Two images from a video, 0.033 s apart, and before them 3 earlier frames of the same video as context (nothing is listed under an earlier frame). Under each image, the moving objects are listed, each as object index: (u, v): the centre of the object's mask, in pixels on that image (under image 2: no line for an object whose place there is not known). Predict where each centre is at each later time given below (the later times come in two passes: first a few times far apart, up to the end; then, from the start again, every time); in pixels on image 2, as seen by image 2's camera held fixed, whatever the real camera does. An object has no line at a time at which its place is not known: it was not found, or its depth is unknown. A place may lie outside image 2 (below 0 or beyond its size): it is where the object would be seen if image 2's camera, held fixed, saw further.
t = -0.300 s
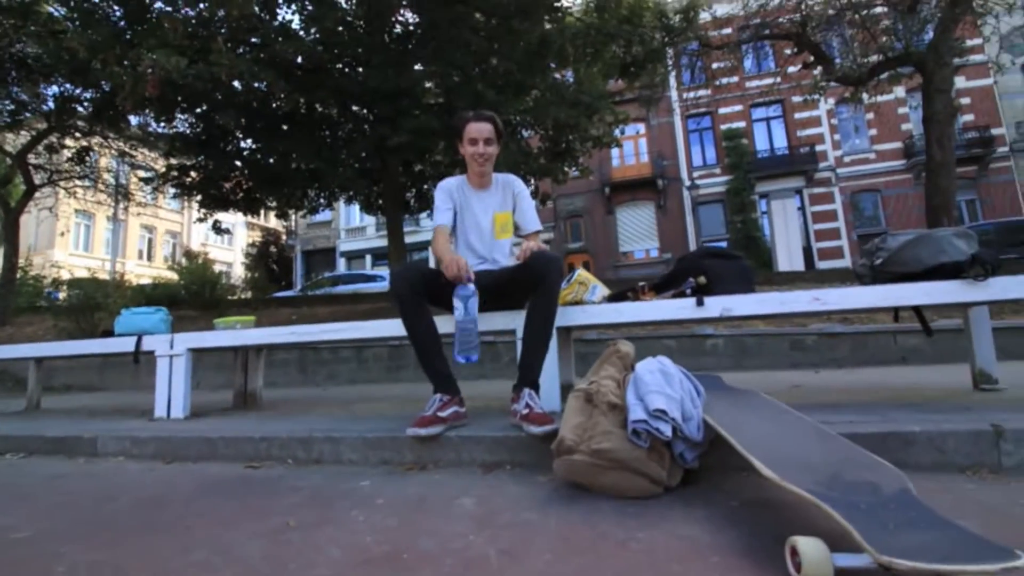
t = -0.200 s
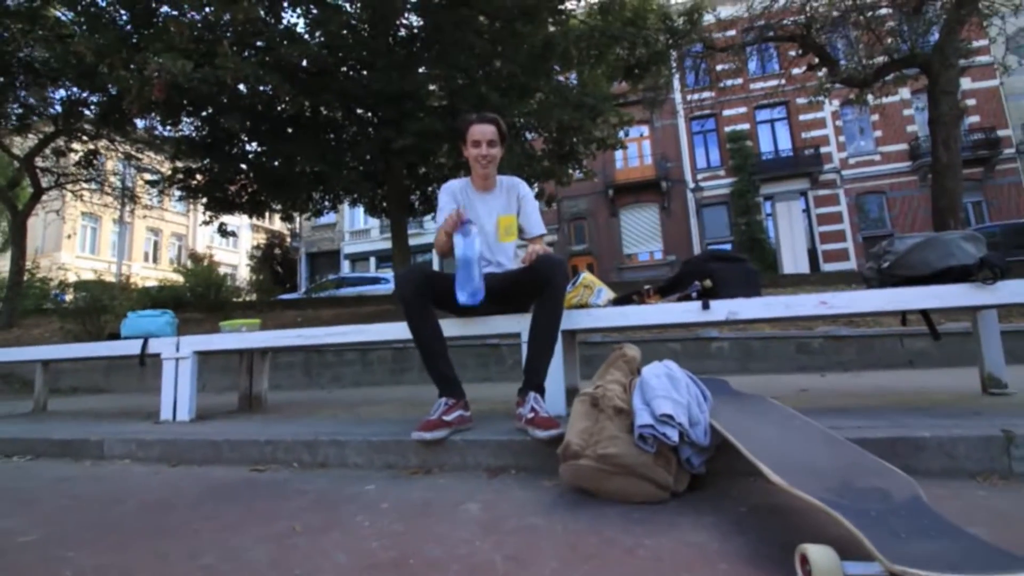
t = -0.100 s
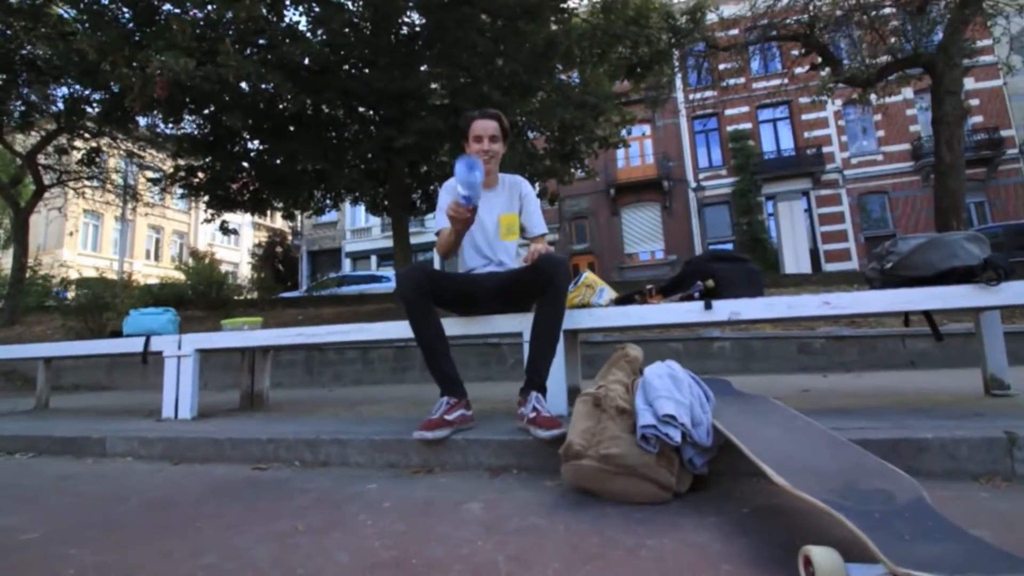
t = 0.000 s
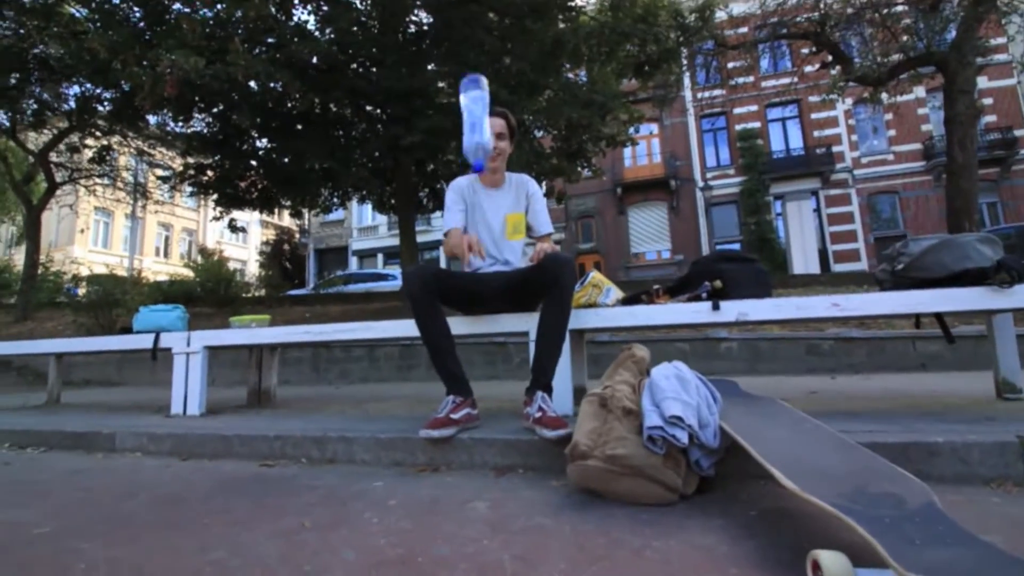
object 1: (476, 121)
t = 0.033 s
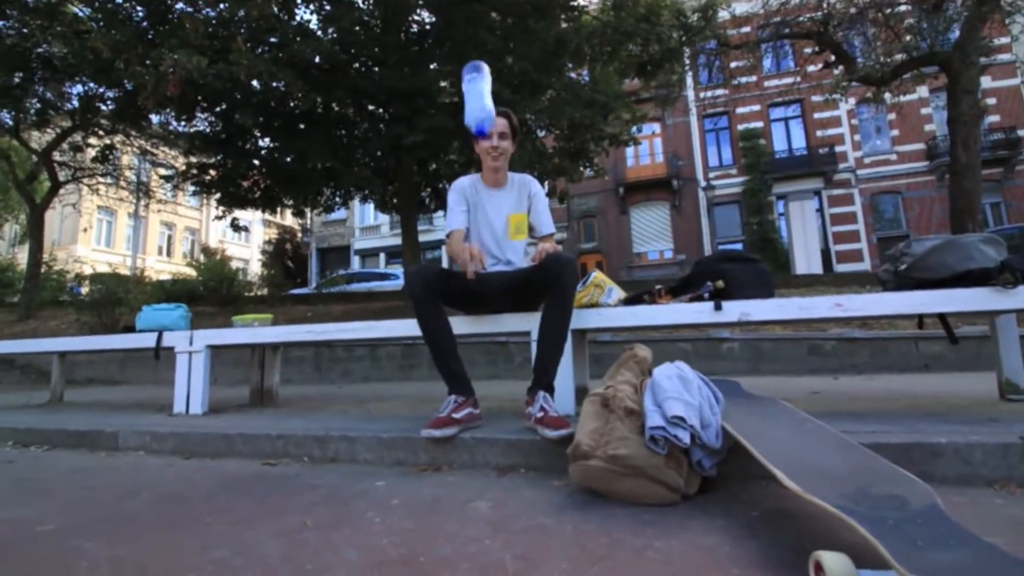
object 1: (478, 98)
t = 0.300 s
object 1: (480, 81)
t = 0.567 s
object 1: (492, 381)
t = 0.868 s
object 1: (502, 489)
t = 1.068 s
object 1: (511, 497)
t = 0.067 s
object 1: (478, 82)
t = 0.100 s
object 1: (479, 72)
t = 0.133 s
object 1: (479, 62)
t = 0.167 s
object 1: (478, 58)
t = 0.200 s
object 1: (478, 58)
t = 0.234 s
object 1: (479, 62)
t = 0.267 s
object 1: (480, 69)
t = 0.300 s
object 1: (480, 81)
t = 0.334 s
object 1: (481, 98)
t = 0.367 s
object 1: (482, 121)
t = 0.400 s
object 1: (482, 146)
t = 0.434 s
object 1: (484, 184)
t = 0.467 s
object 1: (486, 225)
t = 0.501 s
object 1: (488, 269)
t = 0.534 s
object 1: (490, 324)
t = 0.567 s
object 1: (492, 381)
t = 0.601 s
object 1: (494, 446)
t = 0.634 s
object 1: (495, 472)
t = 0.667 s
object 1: (496, 472)
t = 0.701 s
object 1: (496, 473)
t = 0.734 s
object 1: (497, 473)
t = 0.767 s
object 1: (497, 475)
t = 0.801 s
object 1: (499, 477)
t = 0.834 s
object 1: (500, 482)
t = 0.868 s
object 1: (502, 489)
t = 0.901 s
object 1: (503, 499)
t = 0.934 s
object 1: (504, 497)
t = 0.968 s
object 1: (505, 497)
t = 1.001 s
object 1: (507, 497)
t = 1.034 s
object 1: (508, 497)
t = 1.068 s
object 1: (511, 497)
